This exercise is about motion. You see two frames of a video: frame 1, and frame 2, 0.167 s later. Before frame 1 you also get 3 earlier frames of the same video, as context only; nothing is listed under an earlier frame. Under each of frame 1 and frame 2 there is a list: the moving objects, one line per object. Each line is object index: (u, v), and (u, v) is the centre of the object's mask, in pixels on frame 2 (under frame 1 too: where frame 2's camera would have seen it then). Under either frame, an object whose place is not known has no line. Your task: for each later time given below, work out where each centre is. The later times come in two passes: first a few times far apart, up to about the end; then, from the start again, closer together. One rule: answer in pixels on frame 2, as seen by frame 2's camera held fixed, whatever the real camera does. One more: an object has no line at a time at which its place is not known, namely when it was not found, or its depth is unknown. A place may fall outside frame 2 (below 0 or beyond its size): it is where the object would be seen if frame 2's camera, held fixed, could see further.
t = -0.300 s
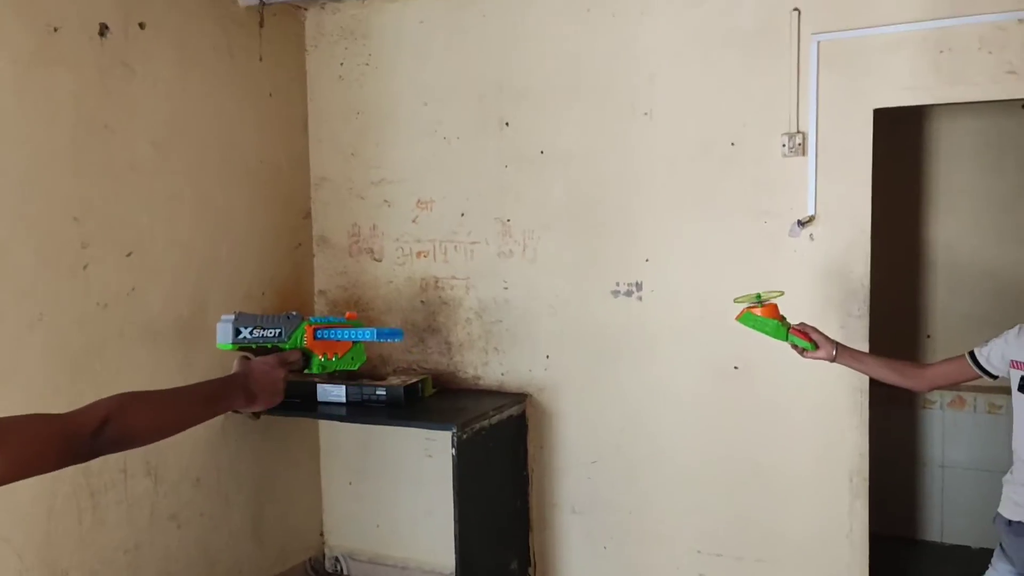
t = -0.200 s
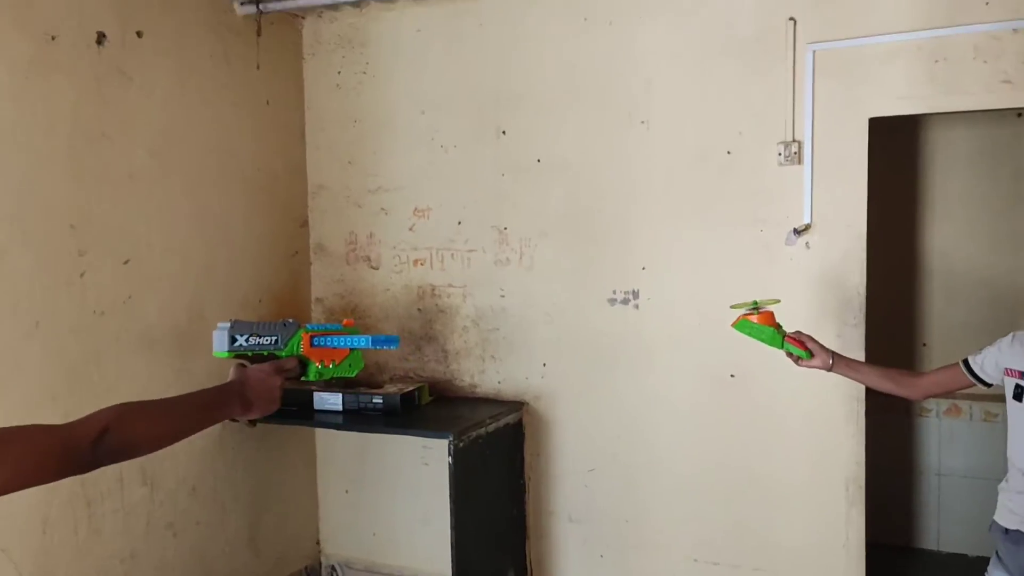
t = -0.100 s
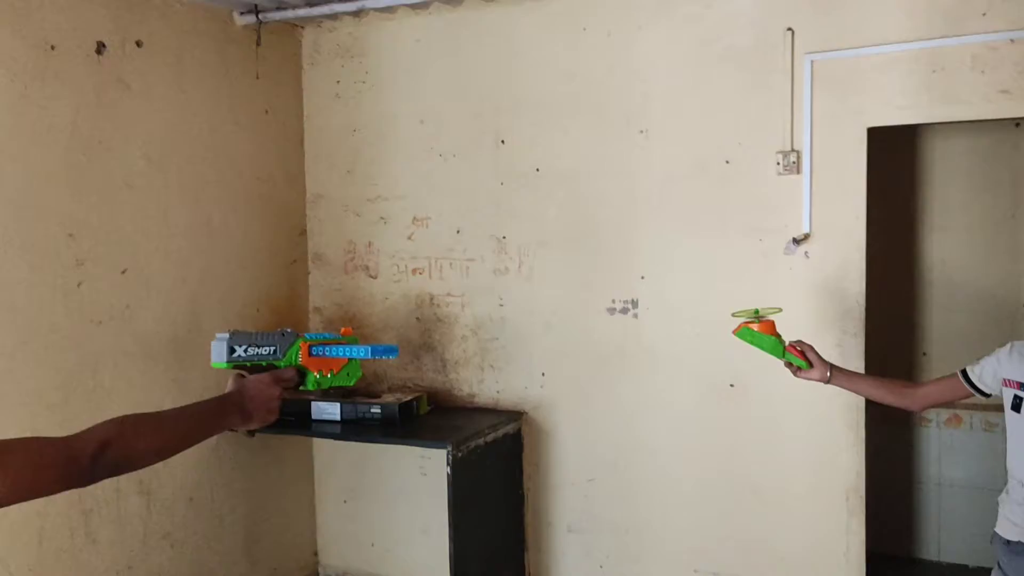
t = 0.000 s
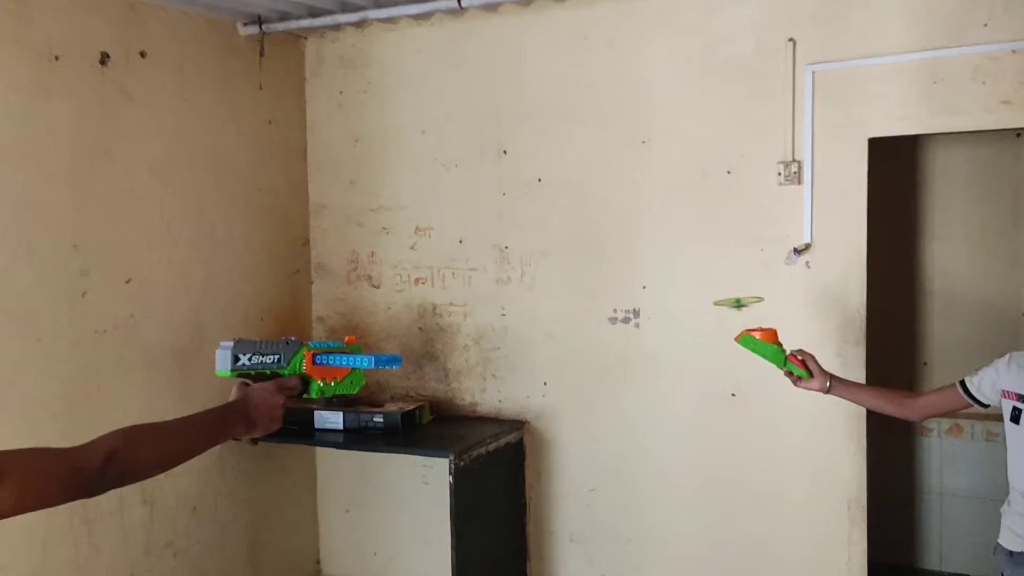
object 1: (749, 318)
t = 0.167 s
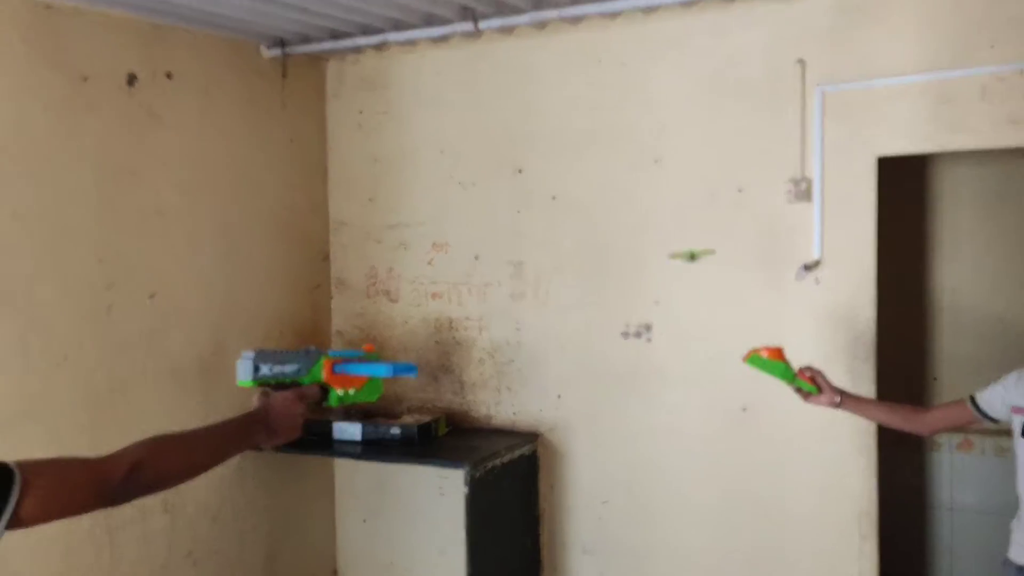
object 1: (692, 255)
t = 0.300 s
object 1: (647, 207)
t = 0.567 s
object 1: (561, 144)
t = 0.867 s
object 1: (472, 154)
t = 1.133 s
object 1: (398, 262)
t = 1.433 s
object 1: (295, 495)
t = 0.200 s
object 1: (681, 243)
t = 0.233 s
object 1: (669, 230)
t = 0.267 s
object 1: (659, 218)
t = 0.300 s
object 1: (647, 207)
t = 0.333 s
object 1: (637, 197)
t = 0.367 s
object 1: (625, 187)
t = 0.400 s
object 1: (614, 177)
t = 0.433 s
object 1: (604, 169)
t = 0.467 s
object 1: (593, 162)
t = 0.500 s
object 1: (582, 155)
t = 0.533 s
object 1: (571, 149)
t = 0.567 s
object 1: (561, 144)
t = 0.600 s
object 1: (551, 141)
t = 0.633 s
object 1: (541, 138)
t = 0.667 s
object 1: (531, 137)
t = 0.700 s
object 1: (521, 136)
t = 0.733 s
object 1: (511, 137)
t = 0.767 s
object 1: (501, 139)
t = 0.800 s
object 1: (491, 143)
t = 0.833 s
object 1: (482, 148)
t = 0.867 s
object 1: (472, 154)
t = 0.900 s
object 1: (463, 162)
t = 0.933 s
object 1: (454, 171)
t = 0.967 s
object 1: (445, 182)
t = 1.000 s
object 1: (436, 195)
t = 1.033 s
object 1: (427, 209)
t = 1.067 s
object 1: (415, 225)
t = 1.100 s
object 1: (408, 243)
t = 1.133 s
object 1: (398, 262)
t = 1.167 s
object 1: (389, 283)
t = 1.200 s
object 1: (379, 307)
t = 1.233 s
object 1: (365, 331)
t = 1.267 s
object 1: (354, 355)
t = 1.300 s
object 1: (343, 379)
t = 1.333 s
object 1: (331, 406)
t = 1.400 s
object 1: (306, 463)
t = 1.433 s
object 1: (295, 495)
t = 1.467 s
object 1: (281, 530)
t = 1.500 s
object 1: (268, 565)
